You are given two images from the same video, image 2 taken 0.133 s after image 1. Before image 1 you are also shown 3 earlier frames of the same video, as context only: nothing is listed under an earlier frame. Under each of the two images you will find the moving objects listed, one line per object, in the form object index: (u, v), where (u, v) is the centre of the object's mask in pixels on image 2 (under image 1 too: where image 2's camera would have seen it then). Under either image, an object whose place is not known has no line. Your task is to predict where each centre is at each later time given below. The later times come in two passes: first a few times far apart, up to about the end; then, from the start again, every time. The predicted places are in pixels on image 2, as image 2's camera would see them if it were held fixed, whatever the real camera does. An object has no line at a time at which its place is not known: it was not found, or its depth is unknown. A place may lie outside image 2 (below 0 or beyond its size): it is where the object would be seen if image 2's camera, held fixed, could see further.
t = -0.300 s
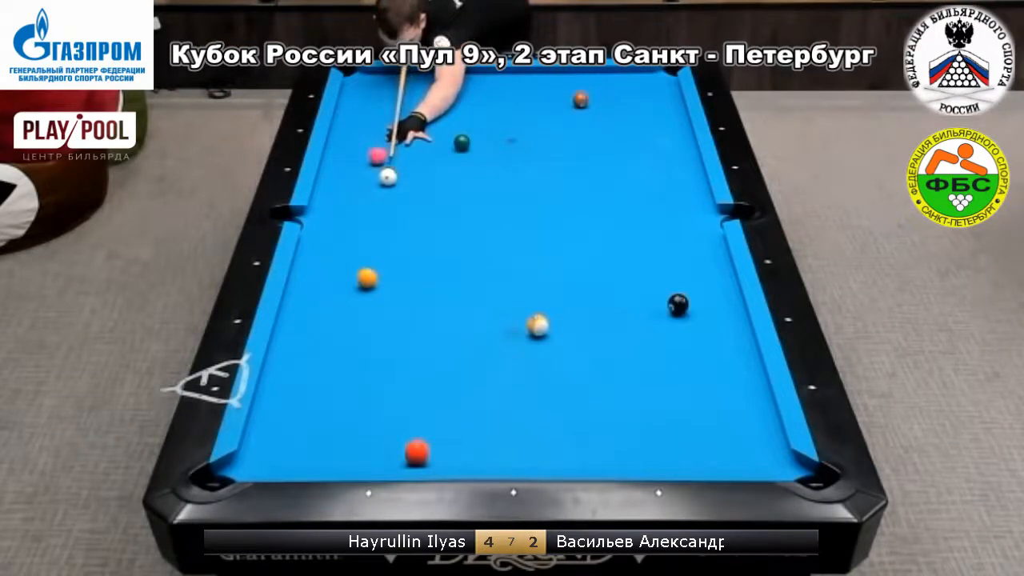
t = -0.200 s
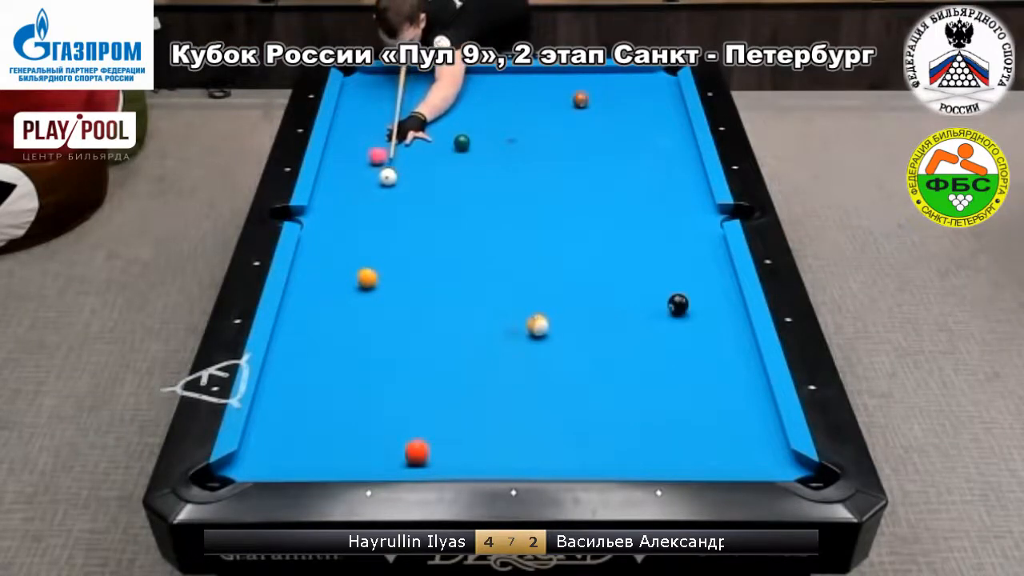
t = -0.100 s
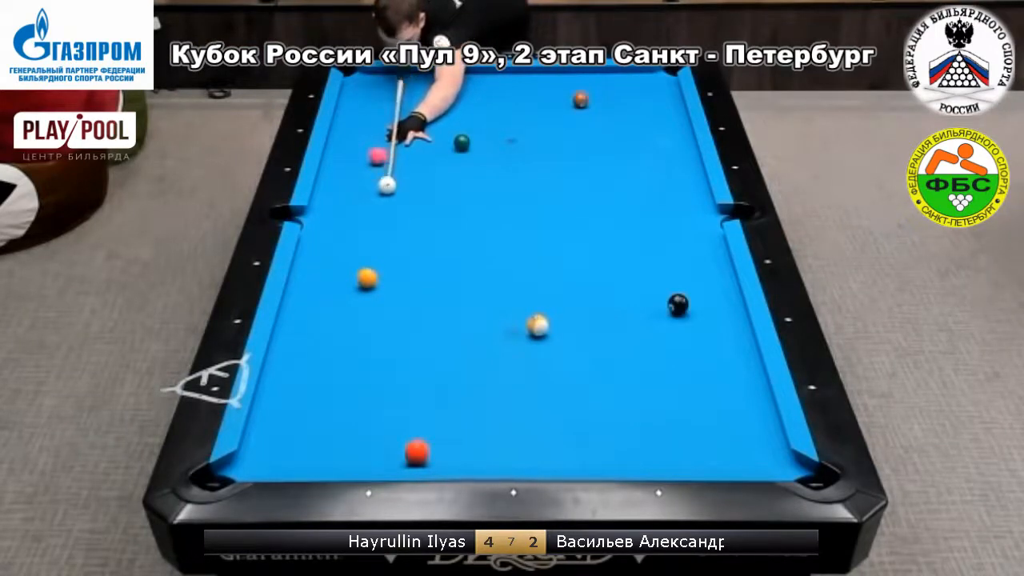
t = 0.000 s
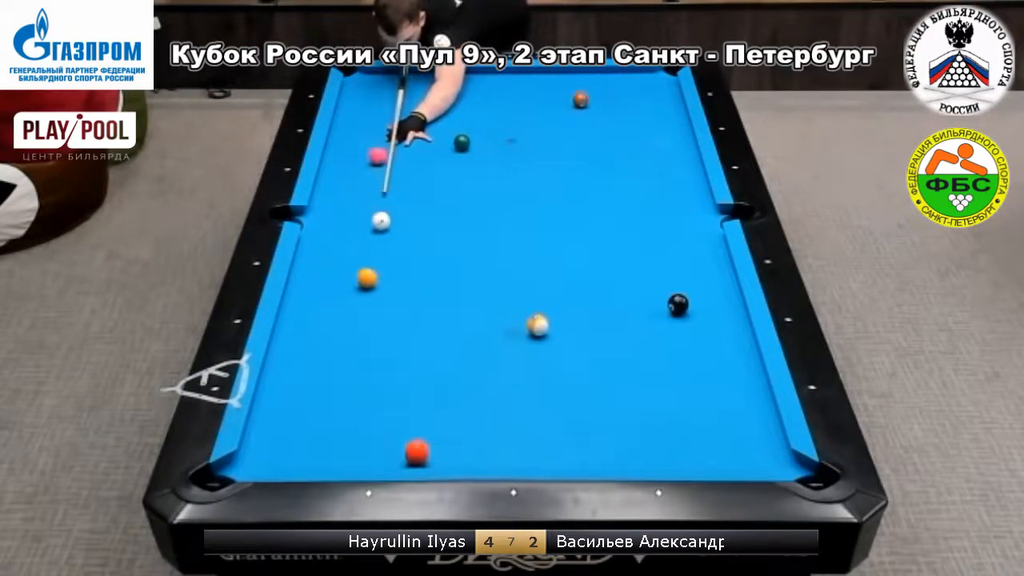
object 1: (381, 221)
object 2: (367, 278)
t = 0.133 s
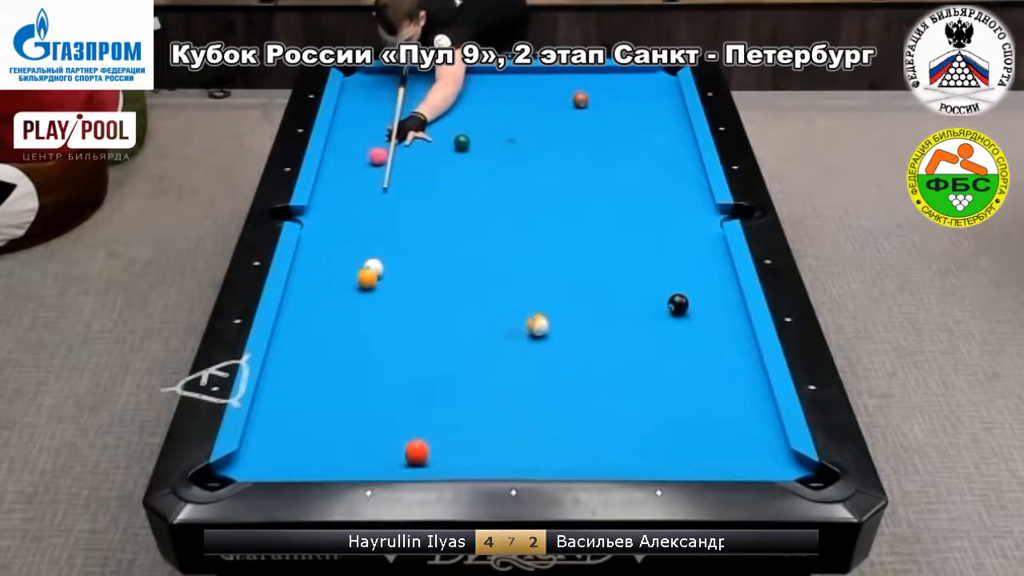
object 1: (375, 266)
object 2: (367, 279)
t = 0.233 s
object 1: (385, 270)
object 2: (346, 311)
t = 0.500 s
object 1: (411, 270)
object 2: (294, 394)
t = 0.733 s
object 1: (433, 269)
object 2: (242, 471)
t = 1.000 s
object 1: (456, 269)
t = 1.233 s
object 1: (474, 269)
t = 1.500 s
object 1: (493, 269)
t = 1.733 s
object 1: (508, 269)
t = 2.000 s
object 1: (523, 268)
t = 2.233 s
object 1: (534, 269)
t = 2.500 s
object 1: (546, 269)
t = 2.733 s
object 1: (554, 269)
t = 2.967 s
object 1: (561, 269)
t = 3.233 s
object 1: (566, 269)
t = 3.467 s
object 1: (570, 269)
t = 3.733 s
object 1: (571, 269)
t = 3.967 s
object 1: (571, 269)
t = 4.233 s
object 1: (571, 269)
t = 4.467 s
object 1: (571, 269)
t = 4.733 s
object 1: (571, 269)
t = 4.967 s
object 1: (571, 269)
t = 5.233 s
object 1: (571, 269)
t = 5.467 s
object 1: (571, 269)
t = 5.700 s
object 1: (571, 269)
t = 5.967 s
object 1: (571, 269)
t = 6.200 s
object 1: (571, 269)
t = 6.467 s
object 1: (571, 269)
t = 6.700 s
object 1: (570, 273)
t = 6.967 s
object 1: (571, 270)
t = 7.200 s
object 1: (572, 270)
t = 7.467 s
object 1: (572, 270)
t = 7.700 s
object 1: (572, 269)
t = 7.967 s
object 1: (572, 269)
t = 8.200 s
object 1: (571, 269)
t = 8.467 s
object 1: (571, 269)
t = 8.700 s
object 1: (571, 269)
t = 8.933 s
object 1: (571, 269)
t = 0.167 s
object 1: (378, 270)
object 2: (360, 290)
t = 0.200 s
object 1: (381, 270)
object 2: (353, 301)
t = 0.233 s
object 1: (385, 270)
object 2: (346, 311)
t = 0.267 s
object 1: (388, 270)
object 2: (339, 322)
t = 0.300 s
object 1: (391, 270)
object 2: (333, 332)
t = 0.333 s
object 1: (395, 269)
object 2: (326, 343)
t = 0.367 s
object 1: (398, 269)
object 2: (320, 352)
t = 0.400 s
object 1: (402, 270)
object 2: (314, 362)
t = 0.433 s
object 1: (405, 270)
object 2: (308, 372)
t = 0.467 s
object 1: (408, 270)
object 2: (301, 383)
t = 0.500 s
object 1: (411, 270)
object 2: (294, 394)
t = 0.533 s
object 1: (414, 270)
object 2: (287, 404)
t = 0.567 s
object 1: (418, 270)
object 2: (281, 416)
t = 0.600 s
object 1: (421, 269)
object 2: (273, 427)
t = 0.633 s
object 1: (424, 270)
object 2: (266, 439)
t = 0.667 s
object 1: (427, 270)
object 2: (258, 451)
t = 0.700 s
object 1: (430, 270)
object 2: (251, 461)
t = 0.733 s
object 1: (433, 269)
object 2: (242, 471)
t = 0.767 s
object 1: (436, 270)
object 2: (228, 476)
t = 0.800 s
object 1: (439, 270)
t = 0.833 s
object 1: (441, 270)
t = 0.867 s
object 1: (444, 270)
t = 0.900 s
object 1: (447, 269)
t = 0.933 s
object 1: (450, 269)
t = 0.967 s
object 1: (453, 270)
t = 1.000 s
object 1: (456, 269)
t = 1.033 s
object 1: (458, 270)
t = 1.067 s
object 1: (461, 269)
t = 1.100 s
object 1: (464, 269)
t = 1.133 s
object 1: (466, 269)
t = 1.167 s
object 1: (469, 269)
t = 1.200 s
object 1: (472, 269)
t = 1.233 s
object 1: (474, 269)
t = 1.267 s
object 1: (477, 269)
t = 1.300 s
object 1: (479, 270)
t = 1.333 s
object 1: (481, 269)
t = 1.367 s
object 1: (483, 269)
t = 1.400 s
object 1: (486, 269)
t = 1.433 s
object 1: (488, 269)
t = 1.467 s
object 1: (490, 269)
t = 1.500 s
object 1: (493, 269)
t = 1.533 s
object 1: (495, 269)
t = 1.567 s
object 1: (497, 269)
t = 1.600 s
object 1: (499, 269)
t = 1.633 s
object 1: (501, 269)
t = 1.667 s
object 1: (503, 269)
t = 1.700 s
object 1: (506, 269)
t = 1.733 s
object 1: (508, 269)
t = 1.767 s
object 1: (510, 269)
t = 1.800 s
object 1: (512, 269)
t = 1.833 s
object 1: (514, 269)
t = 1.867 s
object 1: (515, 269)
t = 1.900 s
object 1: (517, 269)
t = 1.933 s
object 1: (519, 269)
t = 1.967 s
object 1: (521, 269)
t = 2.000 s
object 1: (523, 268)
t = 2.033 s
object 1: (525, 269)
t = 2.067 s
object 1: (526, 269)
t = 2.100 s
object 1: (528, 269)
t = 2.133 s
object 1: (530, 269)
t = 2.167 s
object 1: (531, 269)
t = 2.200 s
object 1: (533, 269)
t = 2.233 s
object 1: (534, 269)
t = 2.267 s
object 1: (536, 269)
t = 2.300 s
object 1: (537, 269)
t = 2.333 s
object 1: (539, 269)
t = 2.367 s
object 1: (540, 269)
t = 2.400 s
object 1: (542, 269)
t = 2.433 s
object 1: (543, 269)
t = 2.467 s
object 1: (545, 269)
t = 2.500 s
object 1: (546, 269)
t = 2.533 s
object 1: (547, 269)
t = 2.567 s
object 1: (548, 269)
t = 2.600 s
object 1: (550, 269)
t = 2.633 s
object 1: (551, 269)
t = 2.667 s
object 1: (552, 269)
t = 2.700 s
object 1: (553, 269)
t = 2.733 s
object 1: (554, 269)
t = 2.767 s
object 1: (555, 269)
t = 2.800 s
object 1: (556, 269)
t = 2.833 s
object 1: (557, 269)
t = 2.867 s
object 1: (558, 269)
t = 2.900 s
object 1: (559, 269)
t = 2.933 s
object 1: (560, 269)
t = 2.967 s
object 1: (561, 269)
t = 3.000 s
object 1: (561, 269)
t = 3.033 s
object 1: (562, 269)
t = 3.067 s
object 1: (563, 269)
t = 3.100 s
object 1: (564, 269)
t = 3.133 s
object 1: (564, 270)
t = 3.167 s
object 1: (565, 269)
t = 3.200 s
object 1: (566, 269)
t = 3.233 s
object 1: (566, 269)
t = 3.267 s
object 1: (567, 270)
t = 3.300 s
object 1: (567, 269)
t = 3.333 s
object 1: (568, 269)
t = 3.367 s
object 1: (569, 269)
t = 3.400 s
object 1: (569, 269)
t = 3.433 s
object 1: (569, 269)
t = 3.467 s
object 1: (570, 269)
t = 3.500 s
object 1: (570, 269)
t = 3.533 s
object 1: (570, 269)
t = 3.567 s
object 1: (570, 269)
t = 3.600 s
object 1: (571, 269)
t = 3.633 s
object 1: (571, 269)
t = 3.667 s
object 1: (571, 269)
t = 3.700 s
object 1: (571, 269)
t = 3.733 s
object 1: (571, 269)
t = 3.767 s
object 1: (571, 269)
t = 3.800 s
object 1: (571, 269)
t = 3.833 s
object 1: (571, 269)
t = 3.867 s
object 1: (571, 269)
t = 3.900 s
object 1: (571, 269)
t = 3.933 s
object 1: (571, 269)
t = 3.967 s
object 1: (571, 269)
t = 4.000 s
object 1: (571, 269)
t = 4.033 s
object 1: (571, 269)
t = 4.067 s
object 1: (571, 269)
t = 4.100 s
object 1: (571, 269)
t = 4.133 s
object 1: (571, 269)
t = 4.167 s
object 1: (571, 269)
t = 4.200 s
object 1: (571, 269)
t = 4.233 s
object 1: (571, 269)
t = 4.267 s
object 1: (571, 269)
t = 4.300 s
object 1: (571, 269)
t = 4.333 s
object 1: (571, 269)
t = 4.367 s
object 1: (571, 269)
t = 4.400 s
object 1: (571, 269)
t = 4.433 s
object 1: (571, 269)
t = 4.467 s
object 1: (571, 269)
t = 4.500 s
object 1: (571, 269)
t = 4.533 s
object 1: (571, 269)
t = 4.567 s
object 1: (571, 269)
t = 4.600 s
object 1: (571, 269)
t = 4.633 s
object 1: (571, 269)
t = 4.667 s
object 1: (571, 269)
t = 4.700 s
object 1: (571, 269)
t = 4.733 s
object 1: (571, 269)
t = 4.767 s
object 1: (571, 269)
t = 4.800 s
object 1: (571, 269)
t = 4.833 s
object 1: (571, 269)
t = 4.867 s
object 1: (571, 269)
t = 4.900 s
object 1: (571, 269)
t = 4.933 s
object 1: (571, 269)
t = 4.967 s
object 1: (571, 269)
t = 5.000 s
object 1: (571, 269)
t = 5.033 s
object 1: (571, 269)
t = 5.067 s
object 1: (571, 269)
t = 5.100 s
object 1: (571, 269)
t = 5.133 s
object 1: (571, 269)
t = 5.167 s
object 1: (571, 269)
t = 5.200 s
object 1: (571, 269)
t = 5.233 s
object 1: (571, 269)
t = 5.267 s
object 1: (571, 269)
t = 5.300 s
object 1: (571, 269)
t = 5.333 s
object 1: (571, 269)
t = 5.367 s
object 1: (571, 269)
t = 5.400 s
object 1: (571, 269)
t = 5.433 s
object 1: (571, 269)
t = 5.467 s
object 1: (571, 269)
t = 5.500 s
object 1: (571, 269)
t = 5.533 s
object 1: (571, 269)
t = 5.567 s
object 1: (571, 269)
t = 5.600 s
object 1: (571, 269)
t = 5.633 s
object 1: (571, 269)
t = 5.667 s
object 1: (571, 269)
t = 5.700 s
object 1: (571, 269)
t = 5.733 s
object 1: (571, 269)
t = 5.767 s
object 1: (571, 269)
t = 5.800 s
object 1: (571, 269)
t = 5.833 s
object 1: (571, 269)
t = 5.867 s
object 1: (571, 269)
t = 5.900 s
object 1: (571, 269)
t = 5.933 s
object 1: (571, 269)
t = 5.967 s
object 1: (571, 269)
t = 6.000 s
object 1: (571, 269)
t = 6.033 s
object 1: (571, 269)
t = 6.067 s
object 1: (571, 269)
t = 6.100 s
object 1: (571, 269)
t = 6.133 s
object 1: (571, 269)
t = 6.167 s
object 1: (571, 269)
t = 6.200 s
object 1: (571, 269)
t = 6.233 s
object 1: (571, 269)
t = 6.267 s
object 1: (571, 269)
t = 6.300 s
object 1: (571, 269)
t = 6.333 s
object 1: (571, 269)
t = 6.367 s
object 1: (571, 269)
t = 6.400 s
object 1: (571, 269)
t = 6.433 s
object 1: (571, 269)
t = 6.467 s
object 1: (571, 269)
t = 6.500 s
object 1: (571, 269)
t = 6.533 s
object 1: (571, 269)
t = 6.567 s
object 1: (571, 269)
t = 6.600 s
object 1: (571, 269)
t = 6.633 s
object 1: (572, 269)
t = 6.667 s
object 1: (572, 268)
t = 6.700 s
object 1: (570, 273)
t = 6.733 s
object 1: (572, 270)
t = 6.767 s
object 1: (571, 269)
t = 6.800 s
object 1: (571, 269)
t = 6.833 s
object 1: (571, 270)
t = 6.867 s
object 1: (571, 270)
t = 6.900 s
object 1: (571, 269)
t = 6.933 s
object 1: (571, 271)
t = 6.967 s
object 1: (571, 270)
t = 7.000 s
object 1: (571, 269)
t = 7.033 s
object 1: (572, 266)
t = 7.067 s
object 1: (572, 268)
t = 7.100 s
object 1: (572, 269)
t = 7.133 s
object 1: (572, 269)
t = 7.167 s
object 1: (572, 270)
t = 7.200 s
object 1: (572, 270)
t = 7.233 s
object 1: (572, 270)
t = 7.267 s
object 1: (572, 270)
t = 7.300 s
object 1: (572, 270)
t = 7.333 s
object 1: (572, 270)
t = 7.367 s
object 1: (572, 270)
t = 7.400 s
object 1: (572, 270)
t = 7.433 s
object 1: (572, 270)
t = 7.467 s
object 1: (572, 270)
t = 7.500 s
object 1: (572, 269)
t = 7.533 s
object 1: (572, 269)
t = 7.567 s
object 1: (572, 269)
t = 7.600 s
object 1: (572, 269)
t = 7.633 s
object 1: (572, 269)
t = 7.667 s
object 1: (572, 269)
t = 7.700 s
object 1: (572, 269)
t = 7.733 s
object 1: (572, 269)
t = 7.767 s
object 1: (572, 269)
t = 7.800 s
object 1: (572, 269)
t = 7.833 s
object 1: (572, 269)
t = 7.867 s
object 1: (572, 269)
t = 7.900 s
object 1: (572, 269)
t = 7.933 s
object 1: (572, 269)
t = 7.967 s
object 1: (572, 269)
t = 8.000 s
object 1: (572, 269)
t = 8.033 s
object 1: (572, 269)
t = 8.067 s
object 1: (571, 269)
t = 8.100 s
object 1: (571, 269)
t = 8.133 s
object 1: (571, 269)
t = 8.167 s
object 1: (571, 269)
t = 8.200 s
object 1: (571, 269)
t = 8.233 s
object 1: (571, 269)
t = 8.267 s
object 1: (571, 269)
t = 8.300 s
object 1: (571, 269)
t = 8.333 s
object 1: (571, 269)
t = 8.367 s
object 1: (571, 269)
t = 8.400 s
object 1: (571, 269)
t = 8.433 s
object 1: (571, 269)
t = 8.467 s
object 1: (571, 269)
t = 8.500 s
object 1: (571, 269)
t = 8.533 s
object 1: (571, 269)
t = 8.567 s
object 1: (571, 269)
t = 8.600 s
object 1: (571, 269)
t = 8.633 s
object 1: (571, 269)
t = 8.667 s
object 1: (571, 269)
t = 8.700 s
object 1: (571, 269)
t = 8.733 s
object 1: (571, 269)
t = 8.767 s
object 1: (571, 269)
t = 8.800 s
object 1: (571, 269)
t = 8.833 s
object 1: (571, 269)
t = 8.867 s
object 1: (571, 269)
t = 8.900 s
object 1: (571, 269)
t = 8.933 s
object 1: (571, 269)
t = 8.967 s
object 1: (571, 269)
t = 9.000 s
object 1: (571, 269)
